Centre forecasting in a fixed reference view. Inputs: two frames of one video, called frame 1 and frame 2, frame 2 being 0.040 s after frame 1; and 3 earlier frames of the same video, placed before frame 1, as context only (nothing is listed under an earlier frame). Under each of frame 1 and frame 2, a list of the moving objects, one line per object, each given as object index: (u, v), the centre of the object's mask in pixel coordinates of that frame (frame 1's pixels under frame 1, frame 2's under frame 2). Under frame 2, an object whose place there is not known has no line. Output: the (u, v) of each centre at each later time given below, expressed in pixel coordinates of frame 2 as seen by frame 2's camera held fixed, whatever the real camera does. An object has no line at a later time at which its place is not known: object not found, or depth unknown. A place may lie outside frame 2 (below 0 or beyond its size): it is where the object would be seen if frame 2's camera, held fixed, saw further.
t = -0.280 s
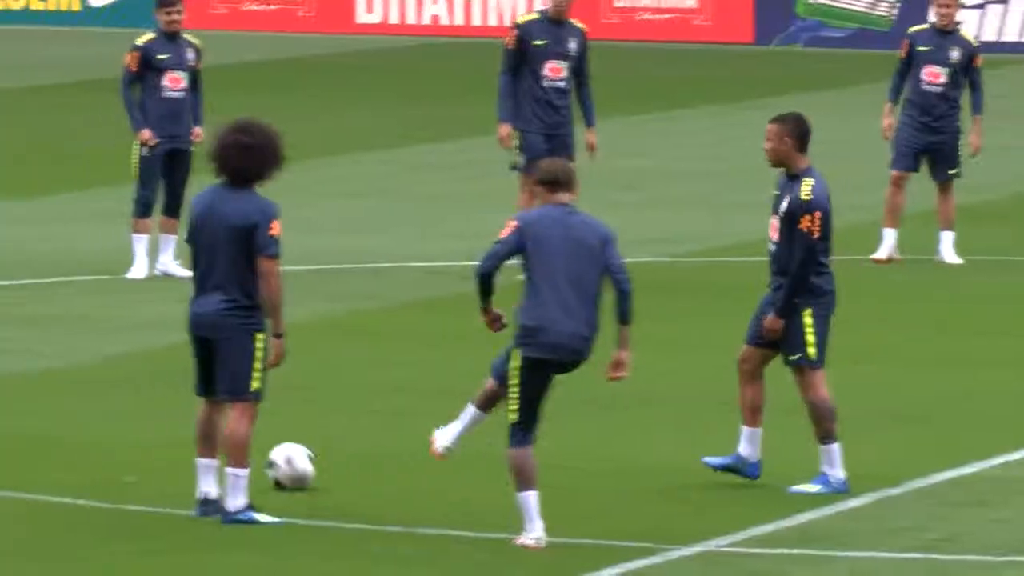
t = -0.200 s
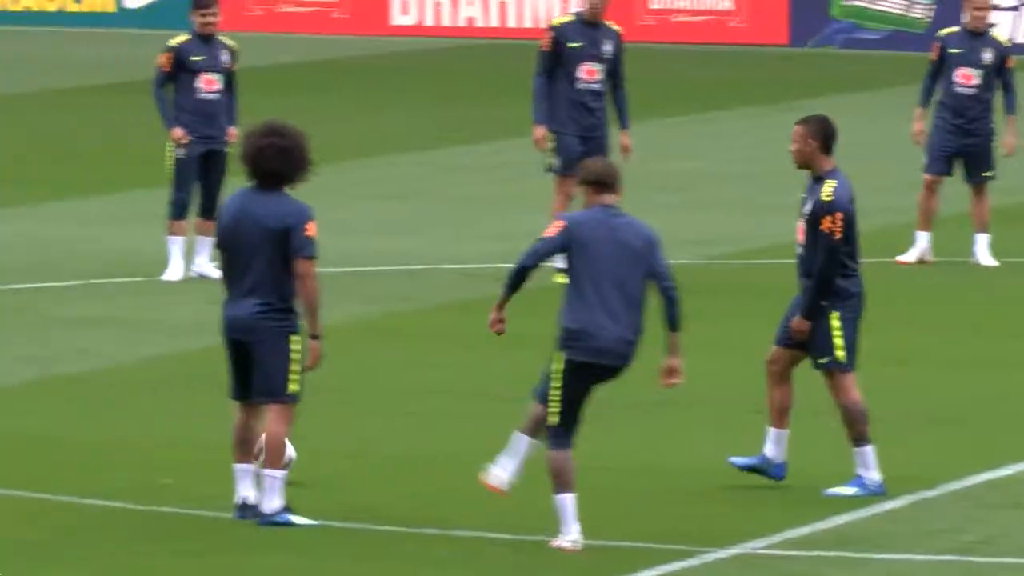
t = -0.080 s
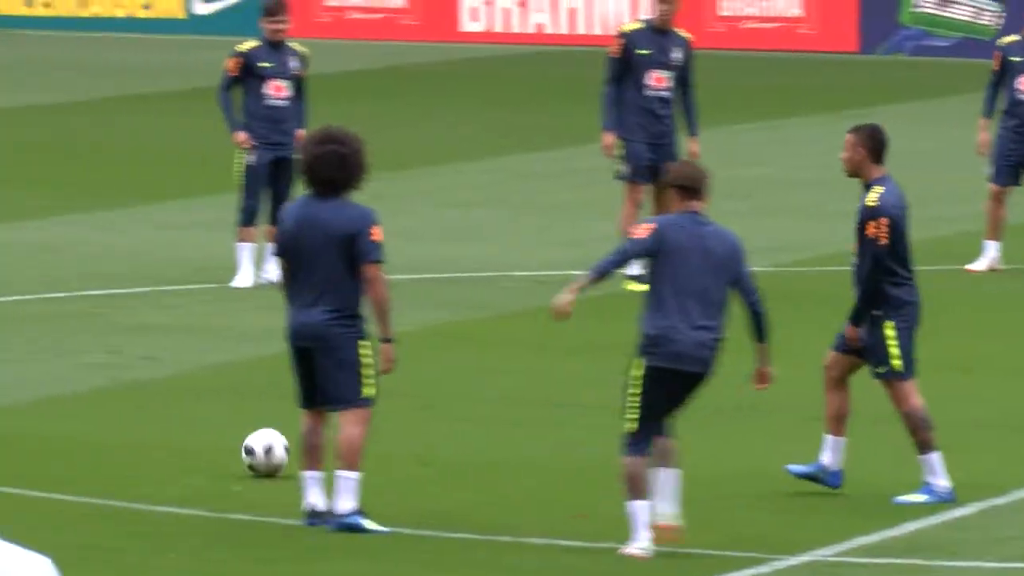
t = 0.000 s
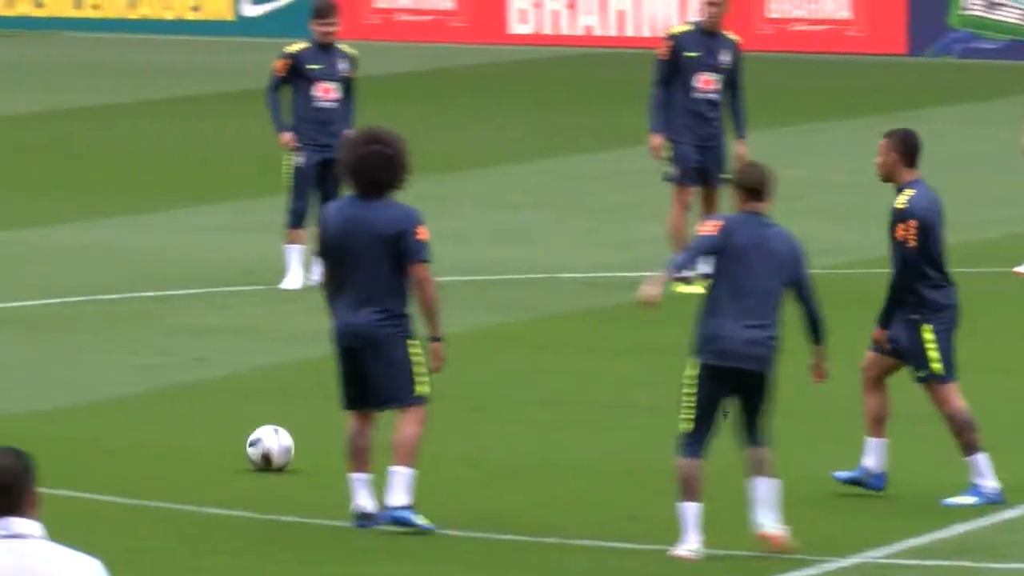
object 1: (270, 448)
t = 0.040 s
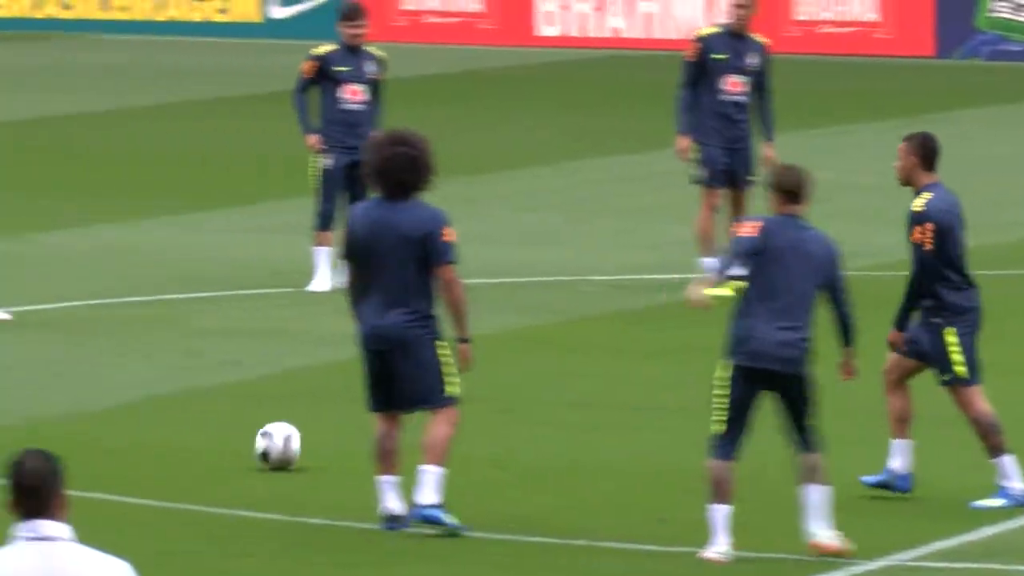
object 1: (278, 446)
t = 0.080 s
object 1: (258, 442)
